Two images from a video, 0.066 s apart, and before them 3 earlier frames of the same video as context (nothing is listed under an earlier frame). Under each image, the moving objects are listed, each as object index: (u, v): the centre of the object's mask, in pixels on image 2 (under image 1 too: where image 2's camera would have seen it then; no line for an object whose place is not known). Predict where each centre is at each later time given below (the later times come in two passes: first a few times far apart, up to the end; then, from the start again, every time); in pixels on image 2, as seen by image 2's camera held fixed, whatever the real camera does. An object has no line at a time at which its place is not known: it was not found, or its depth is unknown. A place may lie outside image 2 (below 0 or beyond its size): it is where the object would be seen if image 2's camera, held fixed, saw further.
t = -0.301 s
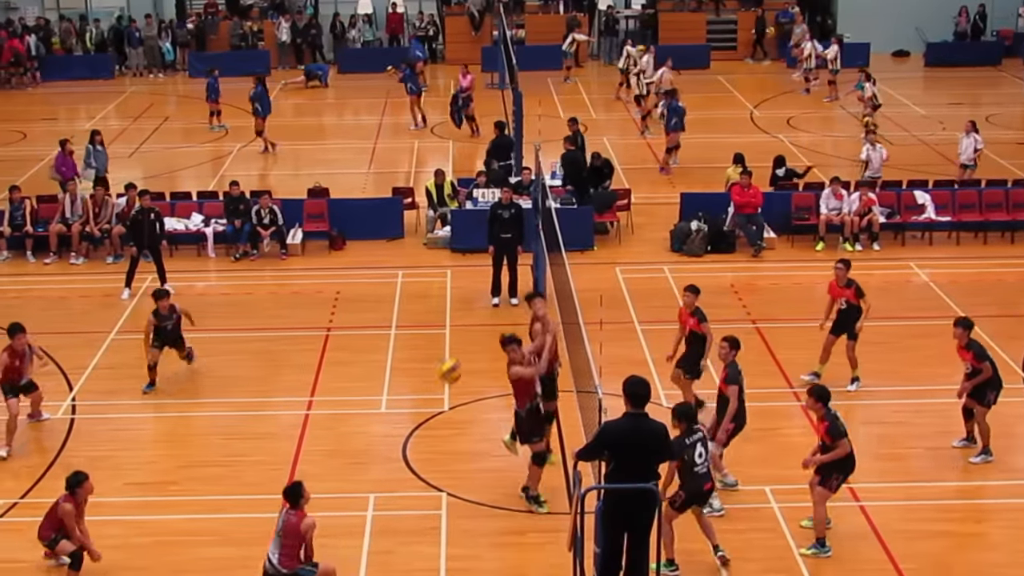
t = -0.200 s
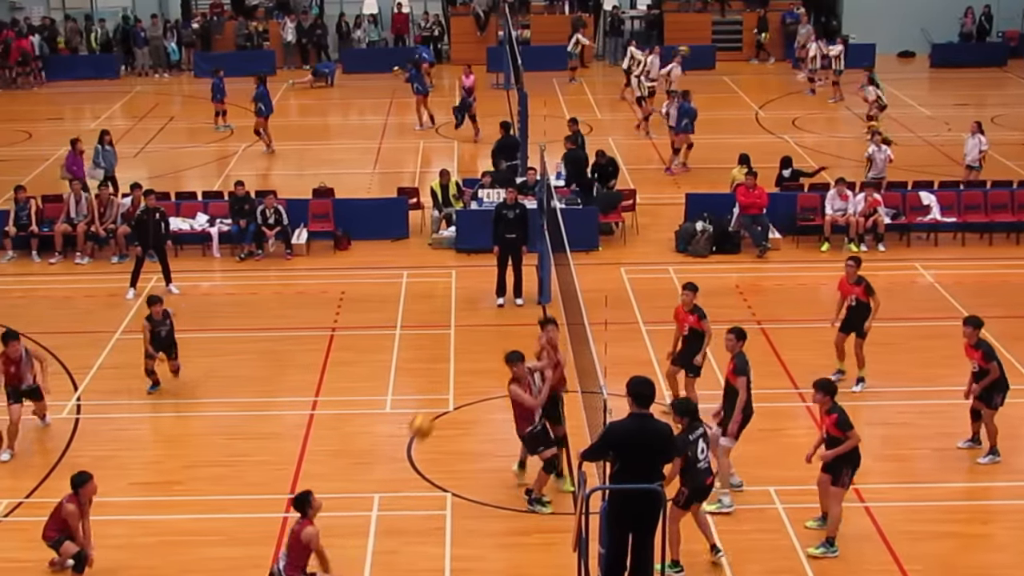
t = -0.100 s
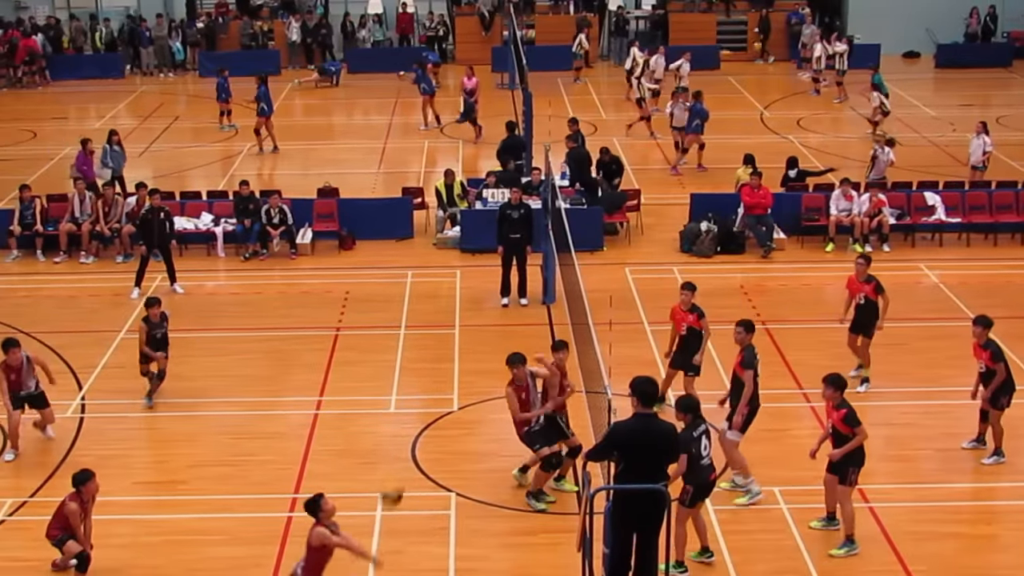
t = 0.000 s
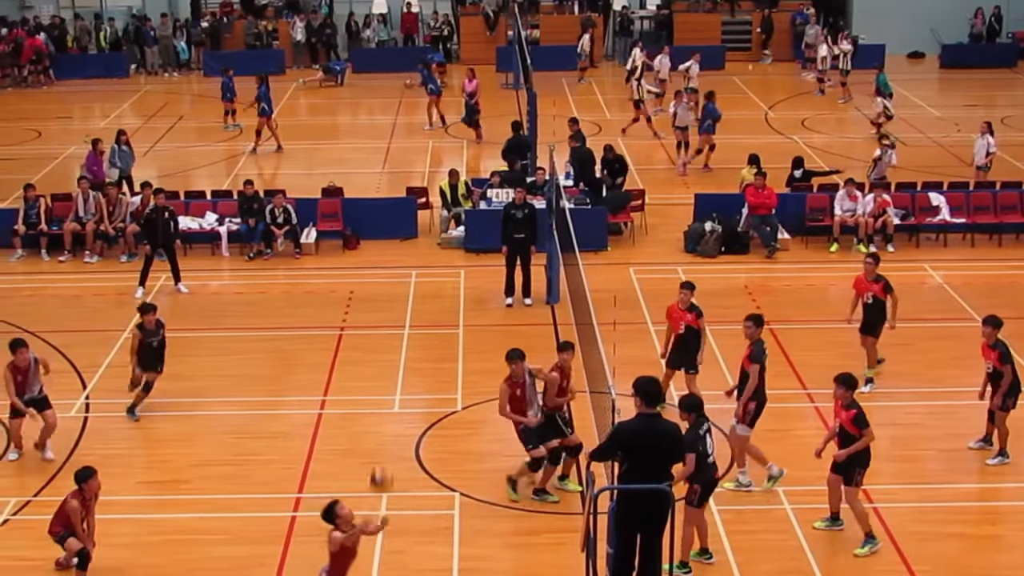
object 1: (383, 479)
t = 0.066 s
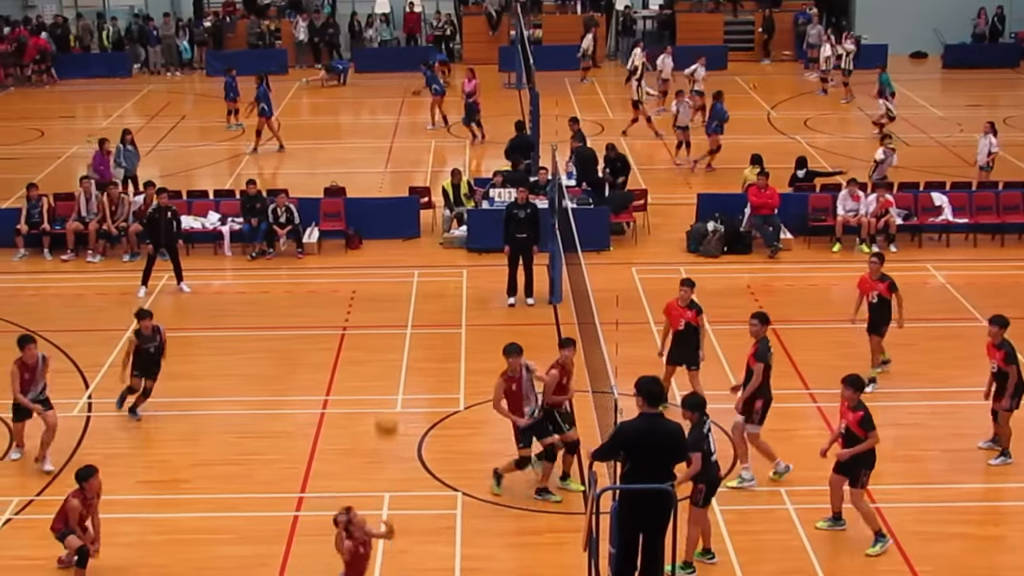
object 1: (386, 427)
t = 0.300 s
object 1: (399, 272)
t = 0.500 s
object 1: (411, 185)
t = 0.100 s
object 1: (387, 401)
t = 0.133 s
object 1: (390, 374)
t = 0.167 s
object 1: (392, 348)
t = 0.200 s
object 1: (393, 326)
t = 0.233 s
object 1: (395, 306)
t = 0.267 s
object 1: (396, 290)
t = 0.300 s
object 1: (399, 272)
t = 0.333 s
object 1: (401, 251)
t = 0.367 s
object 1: (403, 233)
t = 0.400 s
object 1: (405, 220)
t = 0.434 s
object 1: (407, 206)
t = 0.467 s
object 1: (409, 194)
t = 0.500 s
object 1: (411, 185)
